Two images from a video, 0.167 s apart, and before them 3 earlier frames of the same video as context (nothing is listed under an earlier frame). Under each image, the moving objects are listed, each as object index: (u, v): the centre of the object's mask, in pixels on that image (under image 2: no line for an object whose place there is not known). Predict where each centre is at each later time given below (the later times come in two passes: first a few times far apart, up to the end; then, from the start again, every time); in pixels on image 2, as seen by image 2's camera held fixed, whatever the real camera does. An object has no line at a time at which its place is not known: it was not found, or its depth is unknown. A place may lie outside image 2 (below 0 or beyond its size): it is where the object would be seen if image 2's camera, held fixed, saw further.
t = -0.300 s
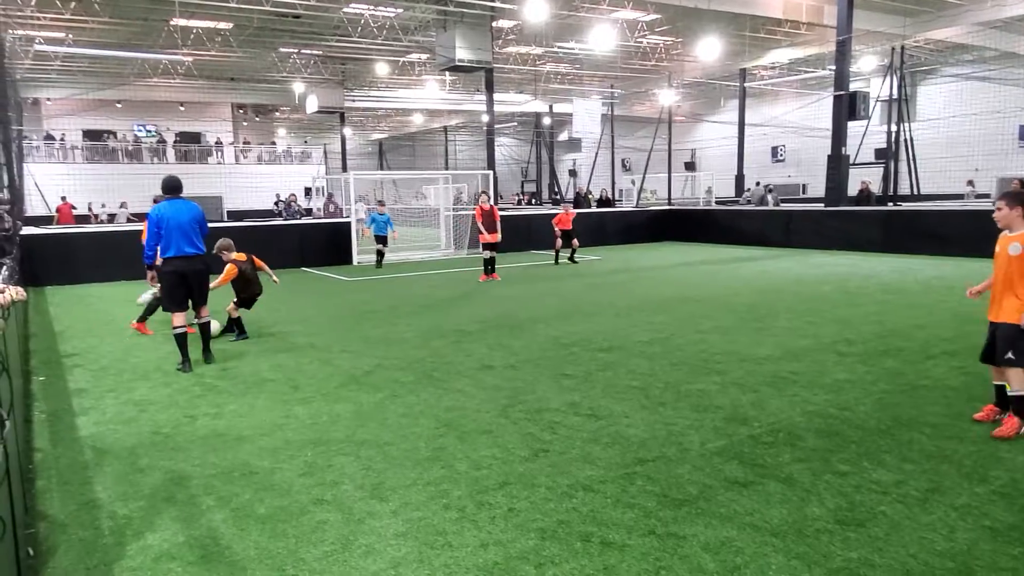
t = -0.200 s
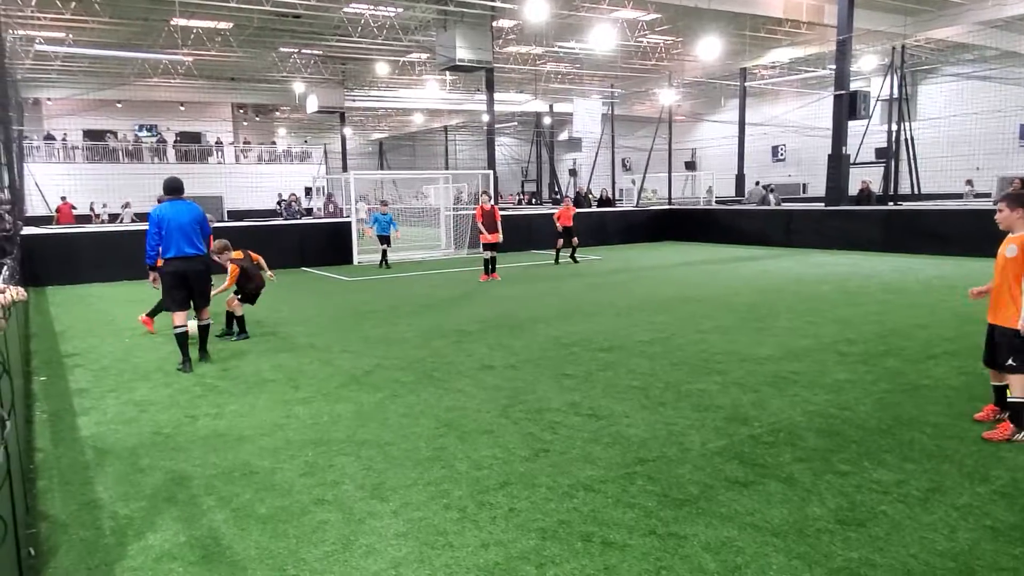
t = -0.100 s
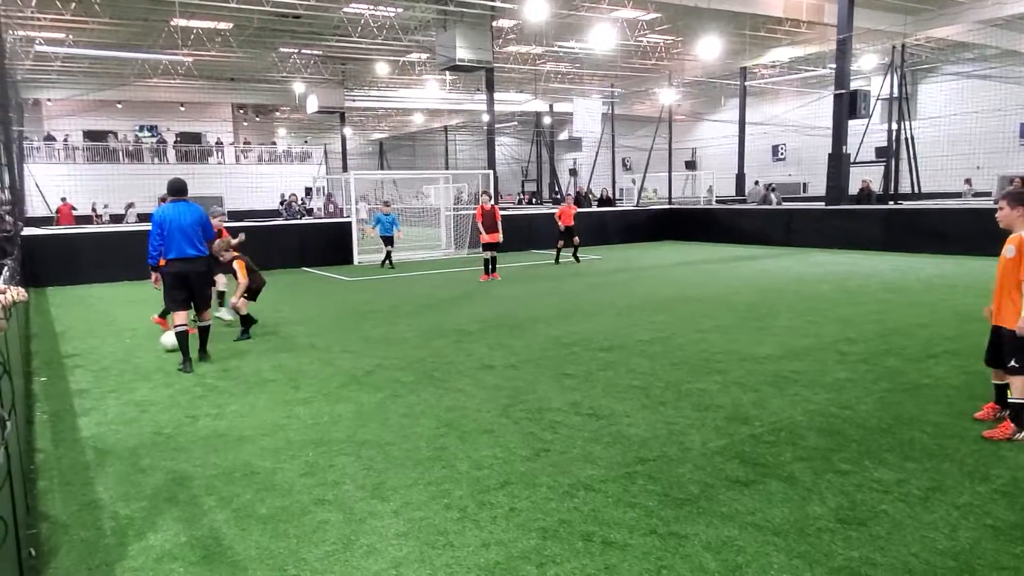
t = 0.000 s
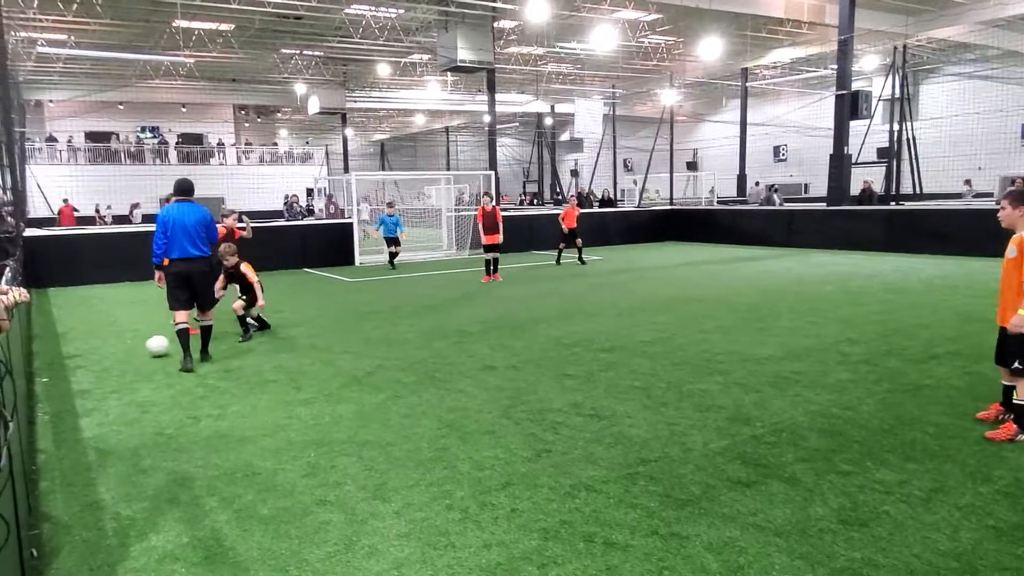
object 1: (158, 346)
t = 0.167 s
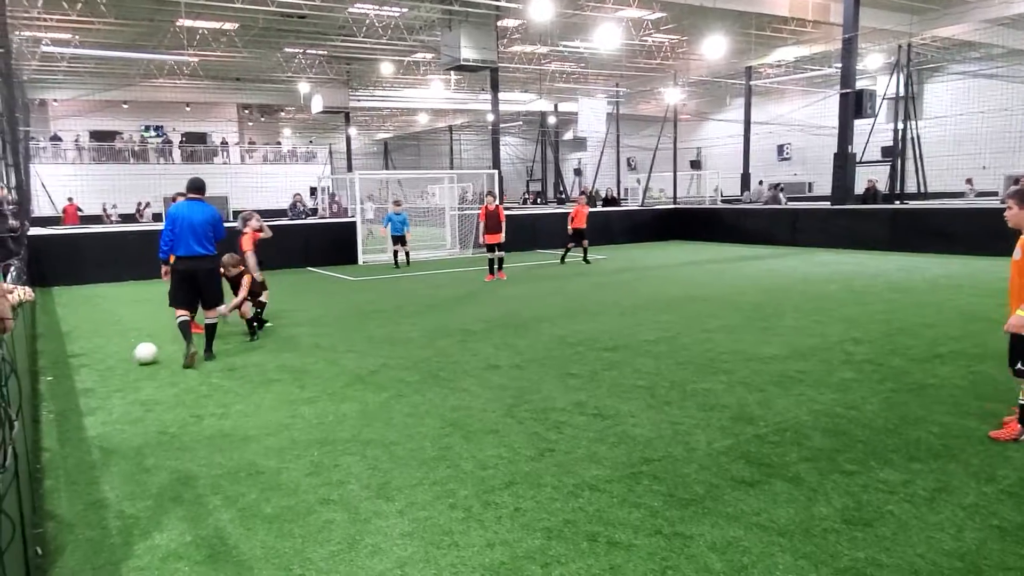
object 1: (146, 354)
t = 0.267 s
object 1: (141, 357)
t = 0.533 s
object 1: (129, 367)
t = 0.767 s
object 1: (118, 379)
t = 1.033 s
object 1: (108, 391)
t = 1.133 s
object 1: (104, 395)
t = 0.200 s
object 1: (144, 354)
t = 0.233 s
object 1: (143, 356)
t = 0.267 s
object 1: (141, 357)
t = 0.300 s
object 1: (140, 358)
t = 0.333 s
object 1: (138, 360)
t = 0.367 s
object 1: (137, 361)
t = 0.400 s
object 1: (136, 362)
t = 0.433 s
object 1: (134, 363)
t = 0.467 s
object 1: (133, 364)
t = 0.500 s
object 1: (131, 366)
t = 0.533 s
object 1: (129, 367)
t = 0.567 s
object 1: (128, 369)
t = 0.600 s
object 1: (126, 370)
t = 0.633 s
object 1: (125, 372)
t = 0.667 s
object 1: (123, 373)
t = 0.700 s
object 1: (121, 376)
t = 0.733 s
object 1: (120, 377)
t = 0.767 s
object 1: (118, 379)
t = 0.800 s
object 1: (117, 380)
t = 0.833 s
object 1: (116, 382)
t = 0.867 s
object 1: (114, 383)
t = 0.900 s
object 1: (112, 385)
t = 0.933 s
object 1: (111, 386)
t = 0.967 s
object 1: (110, 388)
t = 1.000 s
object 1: (109, 389)
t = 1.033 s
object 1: (108, 391)
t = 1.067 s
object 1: (107, 392)
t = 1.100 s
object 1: (105, 394)
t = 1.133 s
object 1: (104, 395)
